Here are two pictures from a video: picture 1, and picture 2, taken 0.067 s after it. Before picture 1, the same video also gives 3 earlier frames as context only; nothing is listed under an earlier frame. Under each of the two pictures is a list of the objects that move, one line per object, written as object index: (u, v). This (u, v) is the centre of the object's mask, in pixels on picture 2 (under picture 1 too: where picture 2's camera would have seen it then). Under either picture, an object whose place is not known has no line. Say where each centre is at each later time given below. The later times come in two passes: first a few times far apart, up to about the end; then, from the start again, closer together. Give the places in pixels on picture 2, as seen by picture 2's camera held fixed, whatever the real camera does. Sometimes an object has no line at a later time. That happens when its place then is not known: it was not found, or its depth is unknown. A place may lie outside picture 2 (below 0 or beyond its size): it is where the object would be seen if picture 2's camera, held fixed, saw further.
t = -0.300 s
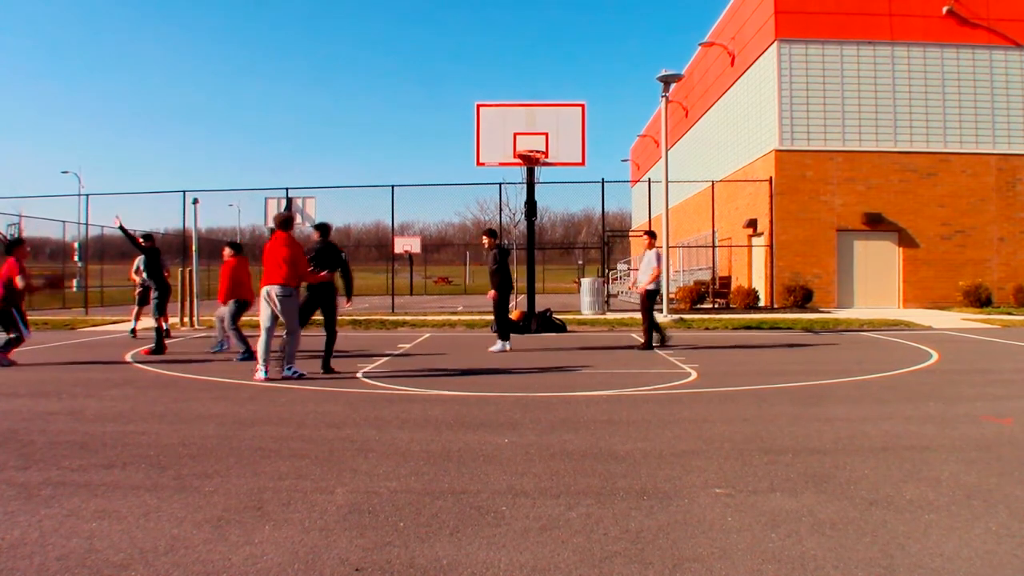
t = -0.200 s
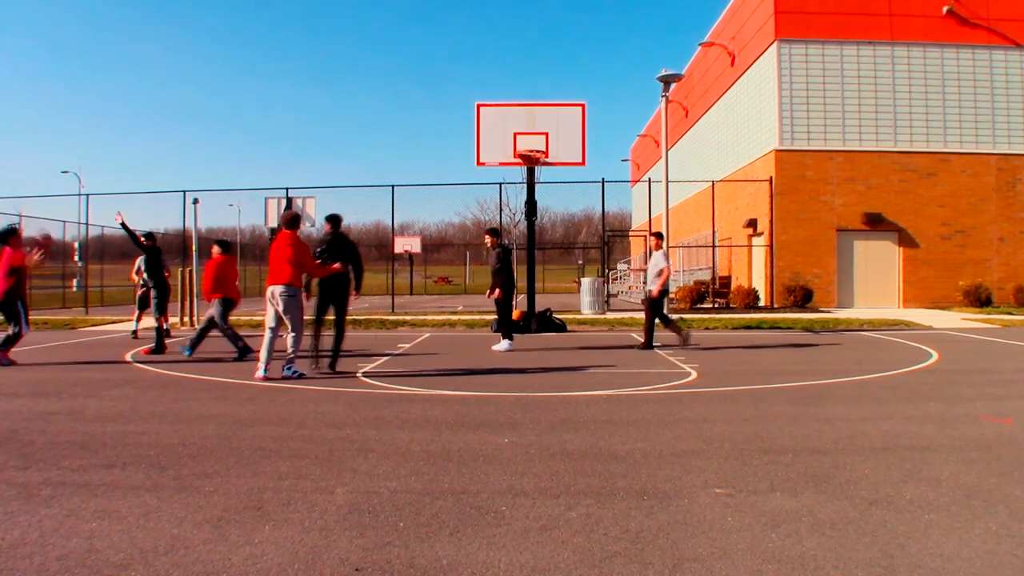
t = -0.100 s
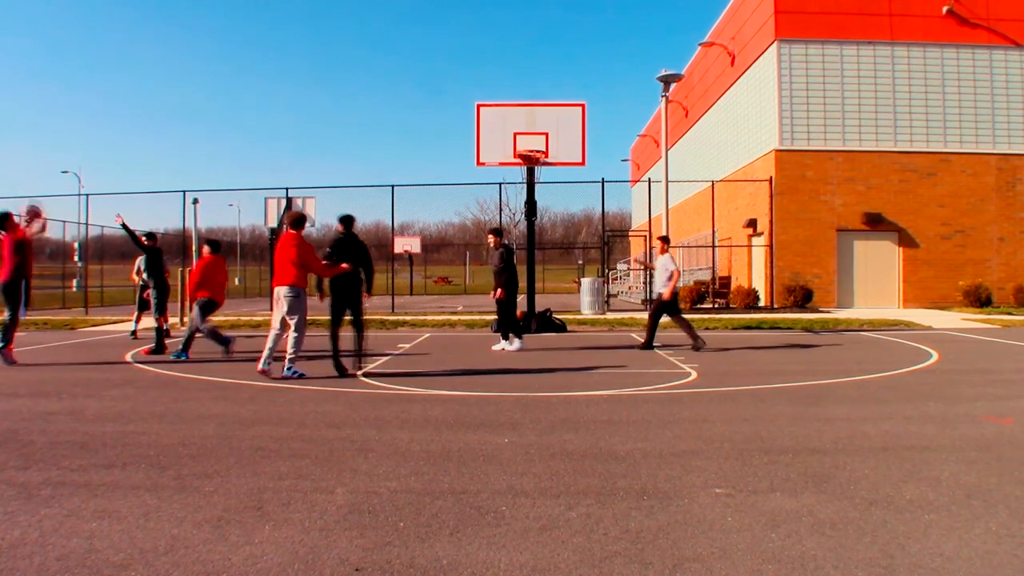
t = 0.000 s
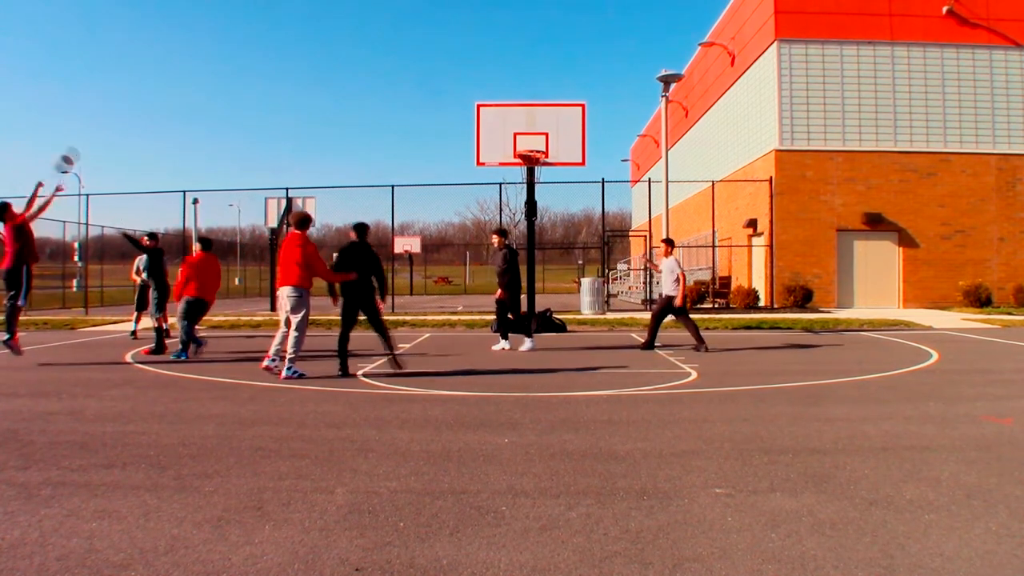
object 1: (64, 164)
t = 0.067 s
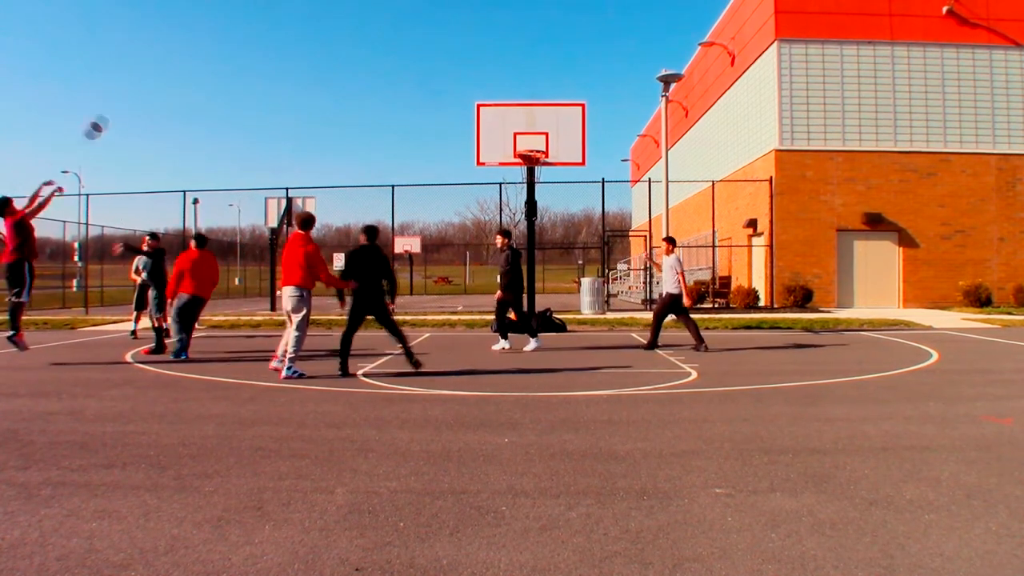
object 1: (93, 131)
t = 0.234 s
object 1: (160, 67)
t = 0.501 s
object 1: (255, 15)
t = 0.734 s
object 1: (330, 12)
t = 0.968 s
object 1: (398, 41)
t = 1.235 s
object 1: (468, 110)
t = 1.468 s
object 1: (510, 173)
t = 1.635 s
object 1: (532, 229)
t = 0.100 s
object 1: (107, 116)
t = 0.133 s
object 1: (121, 102)
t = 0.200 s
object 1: (147, 78)
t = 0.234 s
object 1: (160, 67)
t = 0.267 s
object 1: (172, 58)
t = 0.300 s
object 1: (184, 49)
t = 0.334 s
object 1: (197, 41)
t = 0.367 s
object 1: (209, 34)
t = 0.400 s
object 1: (221, 28)
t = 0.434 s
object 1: (232, 23)
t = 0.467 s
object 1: (244, 19)
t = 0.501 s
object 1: (255, 15)
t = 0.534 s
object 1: (267, 12)
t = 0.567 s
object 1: (278, 11)
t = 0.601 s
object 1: (289, 9)
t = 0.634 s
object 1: (300, 9)
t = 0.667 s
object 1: (310, 9)
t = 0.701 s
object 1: (320, 10)
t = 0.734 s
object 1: (330, 12)
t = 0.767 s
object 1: (340, 13)
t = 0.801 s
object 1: (350, 17)
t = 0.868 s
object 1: (369, 24)
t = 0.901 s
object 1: (379, 29)
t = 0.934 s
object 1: (388, 34)
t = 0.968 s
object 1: (398, 41)
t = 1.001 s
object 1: (407, 47)
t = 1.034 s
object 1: (417, 55)
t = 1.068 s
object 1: (425, 62)
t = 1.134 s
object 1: (443, 80)
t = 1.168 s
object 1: (452, 89)
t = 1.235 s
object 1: (468, 110)
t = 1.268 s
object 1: (477, 121)
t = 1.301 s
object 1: (486, 134)
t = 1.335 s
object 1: (490, 139)
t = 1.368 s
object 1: (494, 146)
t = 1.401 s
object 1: (499, 153)
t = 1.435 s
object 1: (504, 162)
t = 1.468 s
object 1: (510, 173)
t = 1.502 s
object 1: (513, 181)
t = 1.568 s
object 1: (523, 204)
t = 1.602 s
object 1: (529, 214)
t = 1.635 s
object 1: (532, 229)
